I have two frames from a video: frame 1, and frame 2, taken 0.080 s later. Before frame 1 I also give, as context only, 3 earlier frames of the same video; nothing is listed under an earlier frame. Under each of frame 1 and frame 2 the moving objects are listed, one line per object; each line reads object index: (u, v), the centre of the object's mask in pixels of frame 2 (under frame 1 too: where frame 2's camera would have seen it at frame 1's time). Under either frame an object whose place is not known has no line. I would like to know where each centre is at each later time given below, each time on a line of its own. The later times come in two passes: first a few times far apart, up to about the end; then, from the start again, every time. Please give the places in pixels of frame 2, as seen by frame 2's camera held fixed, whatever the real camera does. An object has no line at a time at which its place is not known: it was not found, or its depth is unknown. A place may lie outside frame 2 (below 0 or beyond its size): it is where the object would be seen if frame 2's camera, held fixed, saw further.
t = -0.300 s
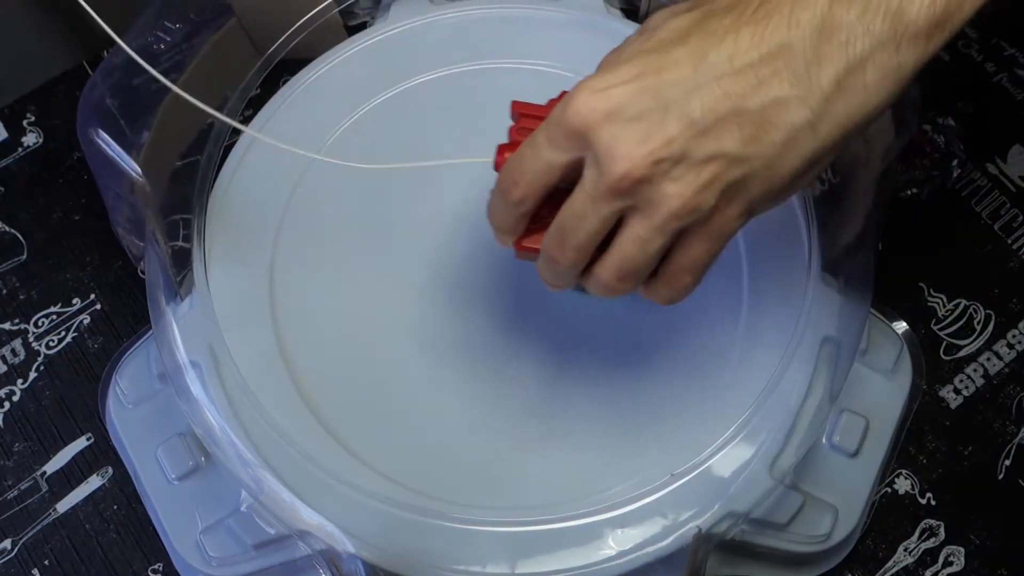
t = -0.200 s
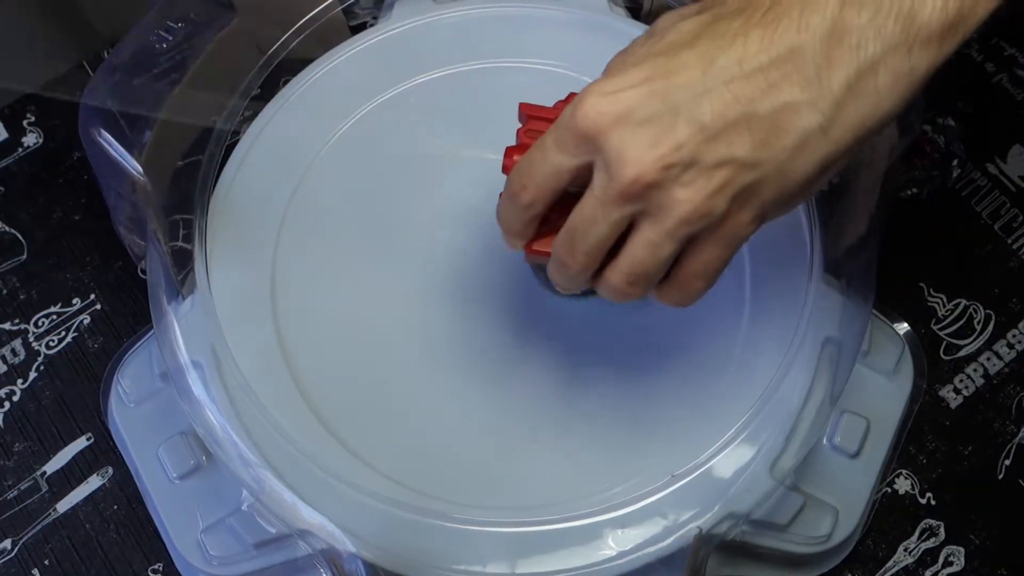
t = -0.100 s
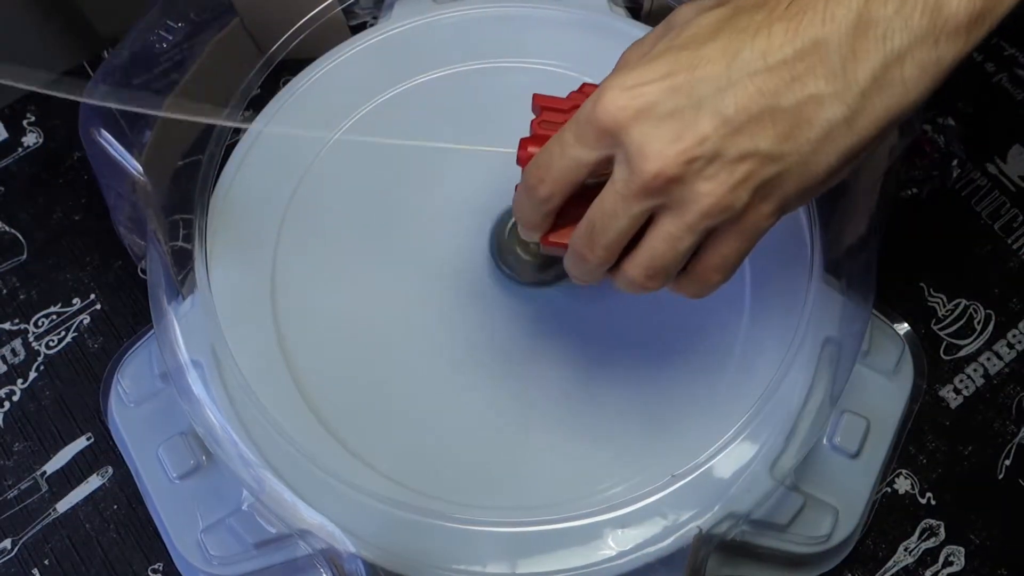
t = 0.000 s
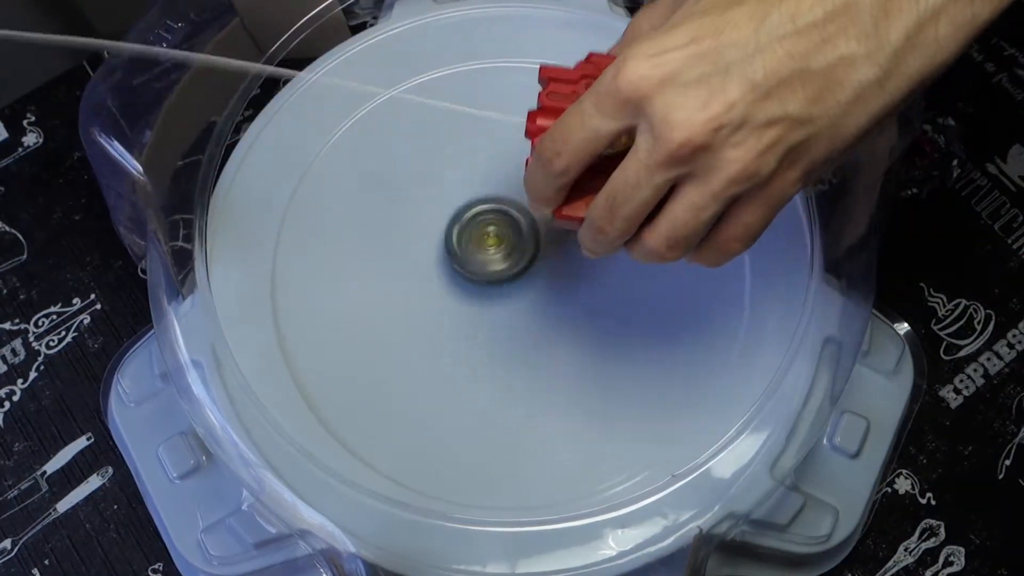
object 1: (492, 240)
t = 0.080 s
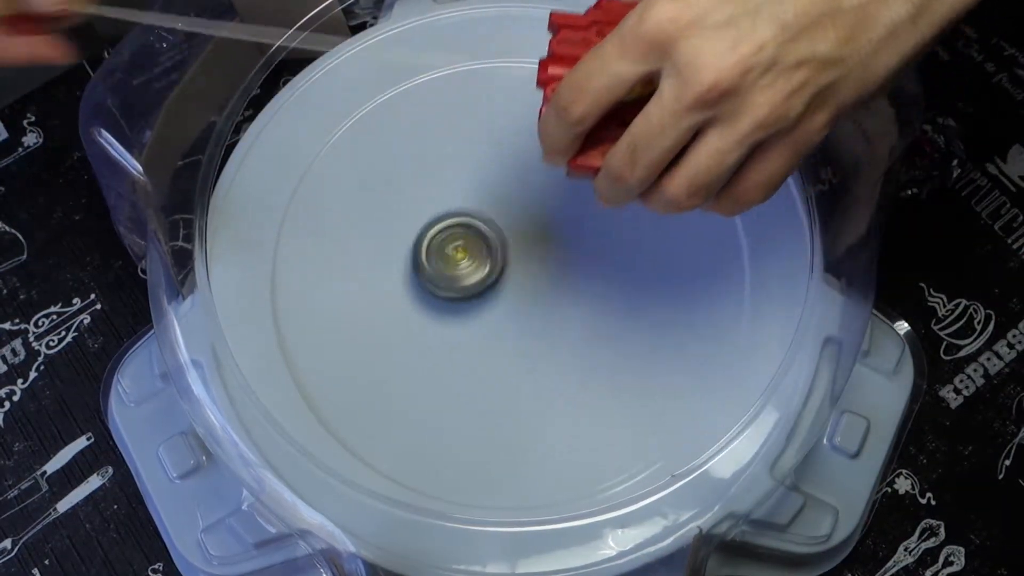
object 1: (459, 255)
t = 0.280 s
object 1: (448, 333)
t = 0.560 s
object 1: (568, 311)
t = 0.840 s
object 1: (540, 185)
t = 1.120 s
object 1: (410, 265)
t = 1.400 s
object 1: (504, 395)
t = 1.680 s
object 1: (596, 256)
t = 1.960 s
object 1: (478, 200)
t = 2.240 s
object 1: (429, 343)
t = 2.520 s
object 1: (570, 332)
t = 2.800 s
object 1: (550, 202)
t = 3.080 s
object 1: (441, 272)
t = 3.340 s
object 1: (503, 350)
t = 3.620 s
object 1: (583, 249)
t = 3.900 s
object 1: (496, 234)
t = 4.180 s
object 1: (479, 301)
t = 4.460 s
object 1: (543, 277)
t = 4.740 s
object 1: (514, 264)
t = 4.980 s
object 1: (502, 268)
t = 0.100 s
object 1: (452, 261)
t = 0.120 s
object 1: (447, 268)
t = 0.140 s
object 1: (443, 276)
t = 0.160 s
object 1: (439, 284)
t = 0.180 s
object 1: (437, 291)
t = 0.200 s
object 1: (438, 301)
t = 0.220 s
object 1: (438, 309)
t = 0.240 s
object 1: (439, 317)
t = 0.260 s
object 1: (443, 324)
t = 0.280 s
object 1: (448, 333)
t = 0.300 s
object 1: (453, 339)
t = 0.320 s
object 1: (459, 344)
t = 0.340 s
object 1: (469, 349)
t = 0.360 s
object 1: (476, 353)
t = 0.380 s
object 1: (485, 355)
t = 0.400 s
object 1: (495, 355)
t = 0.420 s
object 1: (506, 355)
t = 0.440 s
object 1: (515, 353)
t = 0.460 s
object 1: (524, 349)
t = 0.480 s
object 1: (535, 343)
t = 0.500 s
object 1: (545, 337)
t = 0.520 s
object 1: (553, 330)
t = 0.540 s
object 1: (561, 321)
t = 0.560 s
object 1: (568, 311)
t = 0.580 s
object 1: (575, 301)
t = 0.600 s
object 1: (579, 292)
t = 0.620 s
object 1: (582, 280)
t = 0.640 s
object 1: (584, 268)
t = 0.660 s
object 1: (586, 257)
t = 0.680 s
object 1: (585, 248)
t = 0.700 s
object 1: (582, 237)
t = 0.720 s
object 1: (578, 226)
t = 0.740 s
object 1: (575, 216)
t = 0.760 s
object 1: (570, 209)
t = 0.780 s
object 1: (564, 202)
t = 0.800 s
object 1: (556, 195)
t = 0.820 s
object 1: (548, 189)
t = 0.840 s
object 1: (540, 185)
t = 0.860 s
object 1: (531, 183)
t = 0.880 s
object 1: (520, 181)
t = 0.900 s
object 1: (509, 180)
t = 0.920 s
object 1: (499, 181)
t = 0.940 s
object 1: (489, 184)
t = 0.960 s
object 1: (477, 188)
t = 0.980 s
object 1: (466, 192)
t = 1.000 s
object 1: (456, 199)
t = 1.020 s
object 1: (447, 207)
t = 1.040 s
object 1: (438, 217)
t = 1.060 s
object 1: (428, 227)
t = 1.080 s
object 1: (421, 237)
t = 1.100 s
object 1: (415, 252)
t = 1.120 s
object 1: (410, 265)
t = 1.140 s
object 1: (406, 278)
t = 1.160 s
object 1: (405, 291)
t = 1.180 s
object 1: (405, 306)
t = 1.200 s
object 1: (408, 320)
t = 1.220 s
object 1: (411, 333)
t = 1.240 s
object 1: (417, 345)
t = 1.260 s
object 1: (425, 357)
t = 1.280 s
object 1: (435, 368)
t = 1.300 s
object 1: (444, 377)
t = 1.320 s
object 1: (454, 384)
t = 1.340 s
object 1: (466, 389)
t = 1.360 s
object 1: (481, 393)
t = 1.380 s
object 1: (492, 396)
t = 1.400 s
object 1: (504, 395)
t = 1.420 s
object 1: (515, 393)
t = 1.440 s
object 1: (527, 388)
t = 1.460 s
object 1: (540, 383)
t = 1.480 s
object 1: (550, 377)
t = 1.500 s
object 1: (559, 368)
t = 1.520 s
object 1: (567, 358)
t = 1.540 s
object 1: (575, 346)
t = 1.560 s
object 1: (583, 334)
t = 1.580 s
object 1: (590, 321)
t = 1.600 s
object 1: (594, 308)
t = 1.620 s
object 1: (596, 296)
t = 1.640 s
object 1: (597, 282)
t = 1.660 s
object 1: (597, 269)
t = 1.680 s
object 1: (596, 256)
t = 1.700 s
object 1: (593, 244)
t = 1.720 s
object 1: (589, 234)
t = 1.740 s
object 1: (583, 224)
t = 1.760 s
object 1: (575, 215)
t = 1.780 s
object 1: (568, 208)
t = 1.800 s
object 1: (560, 202)
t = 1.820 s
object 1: (551, 198)
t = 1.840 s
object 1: (542, 195)
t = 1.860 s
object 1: (532, 192)
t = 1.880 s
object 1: (520, 191)
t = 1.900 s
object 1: (509, 191)
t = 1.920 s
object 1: (499, 193)
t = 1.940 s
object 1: (488, 196)
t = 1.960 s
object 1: (478, 200)
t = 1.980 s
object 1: (466, 206)
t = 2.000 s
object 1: (455, 212)
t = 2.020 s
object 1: (446, 220)
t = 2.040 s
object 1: (438, 230)
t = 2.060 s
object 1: (431, 240)
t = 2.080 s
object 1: (424, 251)
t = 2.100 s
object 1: (418, 264)
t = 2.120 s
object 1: (414, 275)
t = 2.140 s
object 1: (413, 287)
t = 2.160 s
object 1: (414, 300)
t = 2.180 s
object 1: (415, 312)
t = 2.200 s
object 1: (418, 323)
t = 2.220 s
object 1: (422, 333)
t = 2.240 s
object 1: (429, 343)
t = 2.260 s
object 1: (437, 352)
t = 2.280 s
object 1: (447, 359)
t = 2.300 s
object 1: (457, 366)
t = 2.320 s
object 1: (467, 371)
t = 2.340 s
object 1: (478, 374)
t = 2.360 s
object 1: (489, 375)
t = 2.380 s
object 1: (501, 375)
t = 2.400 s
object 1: (514, 373)
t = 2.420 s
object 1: (525, 370)
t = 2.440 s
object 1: (535, 366)
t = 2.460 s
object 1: (545, 360)
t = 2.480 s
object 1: (554, 353)
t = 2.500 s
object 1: (562, 343)
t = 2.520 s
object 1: (570, 332)
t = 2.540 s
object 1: (577, 321)
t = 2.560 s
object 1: (583, 310)
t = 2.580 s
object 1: (587, 298)
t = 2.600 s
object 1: (590, 287)
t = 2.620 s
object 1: (591, 276)
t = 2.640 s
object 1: (590, 264)
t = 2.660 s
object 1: (588, 252)
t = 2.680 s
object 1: (585, 241)
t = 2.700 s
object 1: (581, 232)
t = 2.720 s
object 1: (576, 223)
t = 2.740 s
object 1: (571, 216)
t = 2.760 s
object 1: (565, 210)
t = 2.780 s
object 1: (558, 206)
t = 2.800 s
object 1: (550, 202)
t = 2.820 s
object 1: (541, 201)
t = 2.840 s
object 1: (531, 199)
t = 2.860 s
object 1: (522, 199)
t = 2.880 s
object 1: (514, 200)
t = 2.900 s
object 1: (505, 203)
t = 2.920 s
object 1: (496, 207)
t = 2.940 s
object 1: (487, 212)
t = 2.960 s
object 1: (478, 218)
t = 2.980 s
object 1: (468, 226)
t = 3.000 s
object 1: (459, 234)
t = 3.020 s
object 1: (453, 242)
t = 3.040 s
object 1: (448, 252)
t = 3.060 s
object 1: (443, 262)
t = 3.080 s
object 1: (441, 272)
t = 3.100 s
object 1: (439, 283)
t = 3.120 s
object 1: (438, 292)
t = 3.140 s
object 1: (437, 302)
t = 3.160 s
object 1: (439, 310)
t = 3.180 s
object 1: (442, 318)
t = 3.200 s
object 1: (446, 325)
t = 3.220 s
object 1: (452, 331)
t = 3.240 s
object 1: (460, 337)
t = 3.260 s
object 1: (468, 342)
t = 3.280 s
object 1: (476, 346)
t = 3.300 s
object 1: (484, 349)
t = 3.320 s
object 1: (494, 350)
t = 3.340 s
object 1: (503, 350)
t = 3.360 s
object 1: (513, 348)
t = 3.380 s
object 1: (522, 345)
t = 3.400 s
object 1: (533, 341)
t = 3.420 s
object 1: (543, 336)
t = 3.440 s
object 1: (552, 329)
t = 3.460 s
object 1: (562, 321)
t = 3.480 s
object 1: (570, 314)
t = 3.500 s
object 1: (576, 305)
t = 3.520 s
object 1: (581, 296)
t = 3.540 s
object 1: (584, 286)
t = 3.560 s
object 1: (586, 277)
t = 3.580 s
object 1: (586, 267)
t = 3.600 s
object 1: (586, 258)
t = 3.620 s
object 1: (583, 249)
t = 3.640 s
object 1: (581, 241)
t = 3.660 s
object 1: (577, 234)
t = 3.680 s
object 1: (573, 228)
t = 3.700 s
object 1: (568, 223)
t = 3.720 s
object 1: (562, 219)
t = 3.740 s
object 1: (556, 216)
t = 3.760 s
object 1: (549, 215)
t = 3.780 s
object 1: (542, 215)
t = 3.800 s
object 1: (535, 215)
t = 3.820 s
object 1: (528, 217)
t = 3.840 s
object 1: (521, 219)
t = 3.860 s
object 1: (512, 224)
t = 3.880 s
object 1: (503, 229)
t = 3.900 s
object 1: (496, 234)
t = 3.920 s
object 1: (491, 240)
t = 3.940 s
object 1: (486, 246)
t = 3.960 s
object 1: (481, 253)
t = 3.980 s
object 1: (478, 259)
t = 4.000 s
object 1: (475, 266)
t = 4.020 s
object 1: (472, 272)
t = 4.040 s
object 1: (471, 278)
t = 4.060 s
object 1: (469, 282)
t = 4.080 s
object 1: (469, 286)
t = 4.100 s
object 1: (468, 290)
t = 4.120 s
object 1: (470, 293)
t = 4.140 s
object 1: (472, 296)
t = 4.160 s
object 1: (475, 299)
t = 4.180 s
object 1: (479, 301)
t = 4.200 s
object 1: (484, 304)
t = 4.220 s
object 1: (489, 305)
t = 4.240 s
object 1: (496, 306)
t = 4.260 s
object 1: (502, 306)
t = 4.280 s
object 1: (509, 305)
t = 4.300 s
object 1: (515, 303)
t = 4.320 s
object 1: (522, 301)
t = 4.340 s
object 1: (528, 298)
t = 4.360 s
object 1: (532, 294)
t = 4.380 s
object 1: (536, 290)
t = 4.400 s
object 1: (539, 287)
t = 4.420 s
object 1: (541, 284)
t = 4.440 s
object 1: (542, 280)
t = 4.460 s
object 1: (543, 277)
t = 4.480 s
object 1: (543, 274)
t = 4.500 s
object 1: (542, 271)
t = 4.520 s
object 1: (541, 269)
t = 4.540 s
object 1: (540, 267)
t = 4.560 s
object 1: (538, 266)
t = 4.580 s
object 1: (536, 264)
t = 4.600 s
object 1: (534, 263)
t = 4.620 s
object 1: (531, 263)
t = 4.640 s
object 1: (528, 263)
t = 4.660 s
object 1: (525, 263)
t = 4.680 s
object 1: (522, 262)
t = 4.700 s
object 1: (520, 263)
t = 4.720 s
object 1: (517, 263)
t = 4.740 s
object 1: (514, 264)
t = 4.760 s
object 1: (512, 264)
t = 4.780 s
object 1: (510, 265)
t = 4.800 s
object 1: (508, 266)
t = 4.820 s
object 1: (506, 266)
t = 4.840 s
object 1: (504, 267)
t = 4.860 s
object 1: (503, 267)
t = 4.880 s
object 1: (502, 268)
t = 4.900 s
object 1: (501, 268)
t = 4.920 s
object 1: (500, 268)
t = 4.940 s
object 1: (500, 268)
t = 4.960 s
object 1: (501, 268)
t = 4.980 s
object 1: (502, 268)
